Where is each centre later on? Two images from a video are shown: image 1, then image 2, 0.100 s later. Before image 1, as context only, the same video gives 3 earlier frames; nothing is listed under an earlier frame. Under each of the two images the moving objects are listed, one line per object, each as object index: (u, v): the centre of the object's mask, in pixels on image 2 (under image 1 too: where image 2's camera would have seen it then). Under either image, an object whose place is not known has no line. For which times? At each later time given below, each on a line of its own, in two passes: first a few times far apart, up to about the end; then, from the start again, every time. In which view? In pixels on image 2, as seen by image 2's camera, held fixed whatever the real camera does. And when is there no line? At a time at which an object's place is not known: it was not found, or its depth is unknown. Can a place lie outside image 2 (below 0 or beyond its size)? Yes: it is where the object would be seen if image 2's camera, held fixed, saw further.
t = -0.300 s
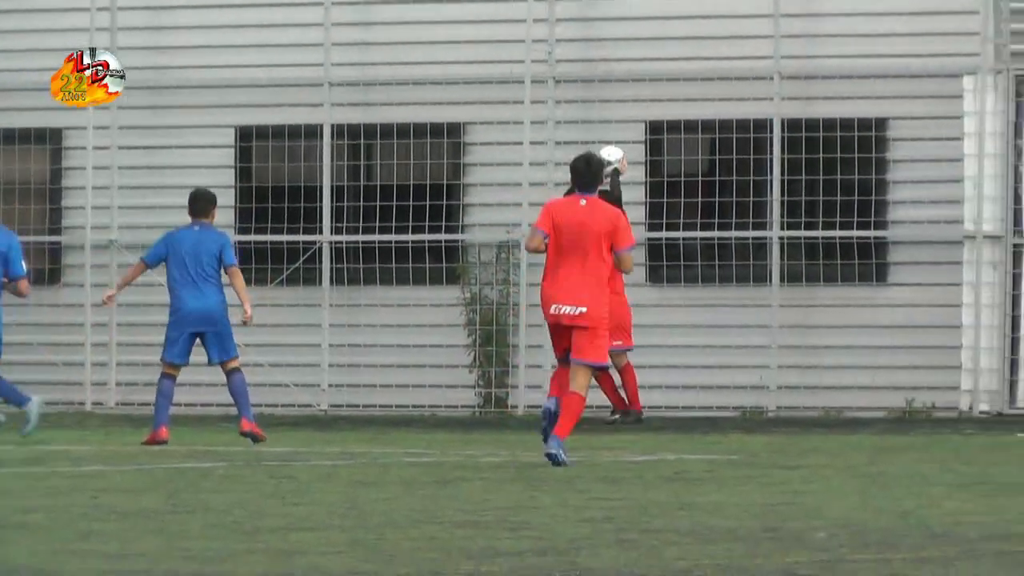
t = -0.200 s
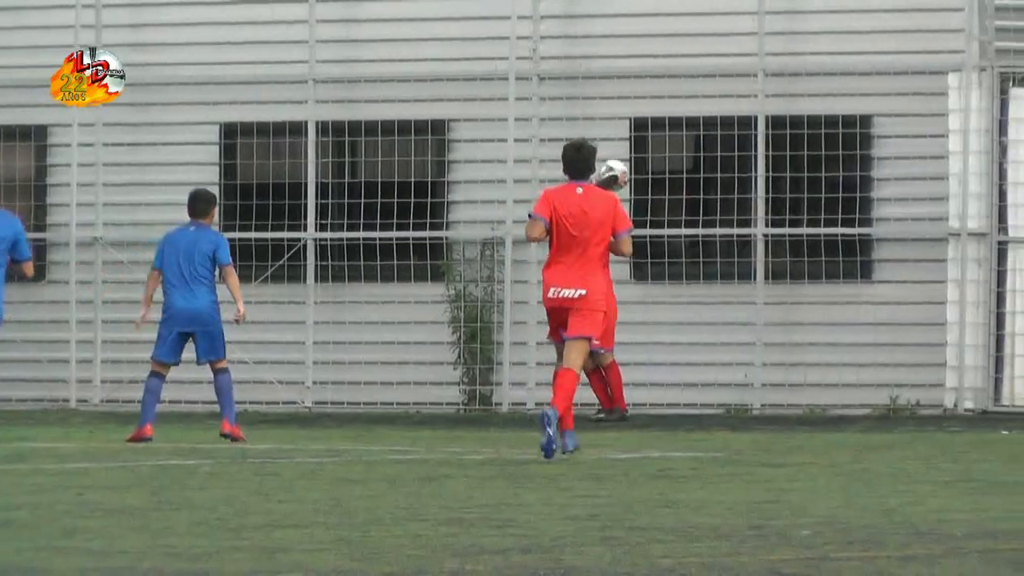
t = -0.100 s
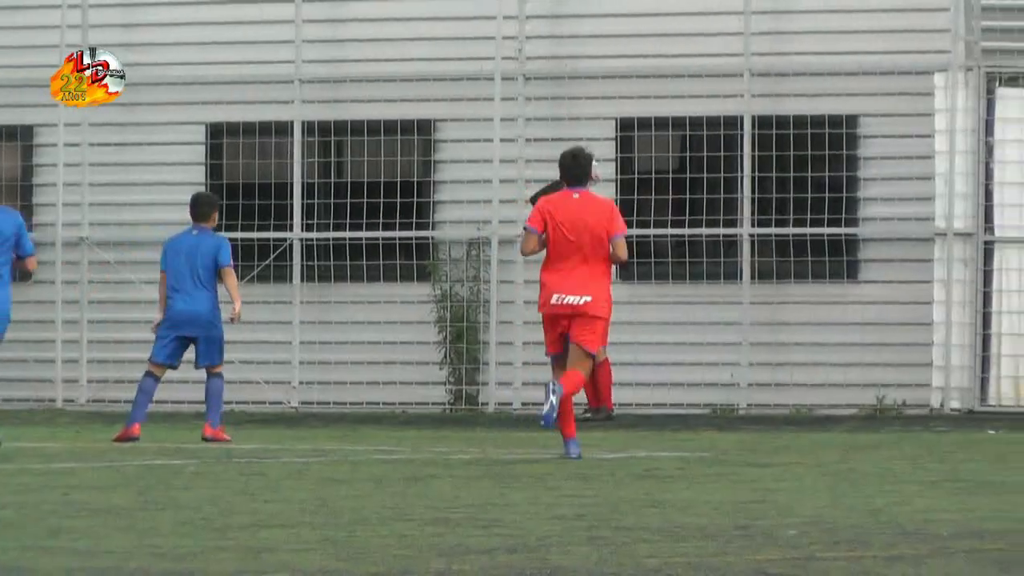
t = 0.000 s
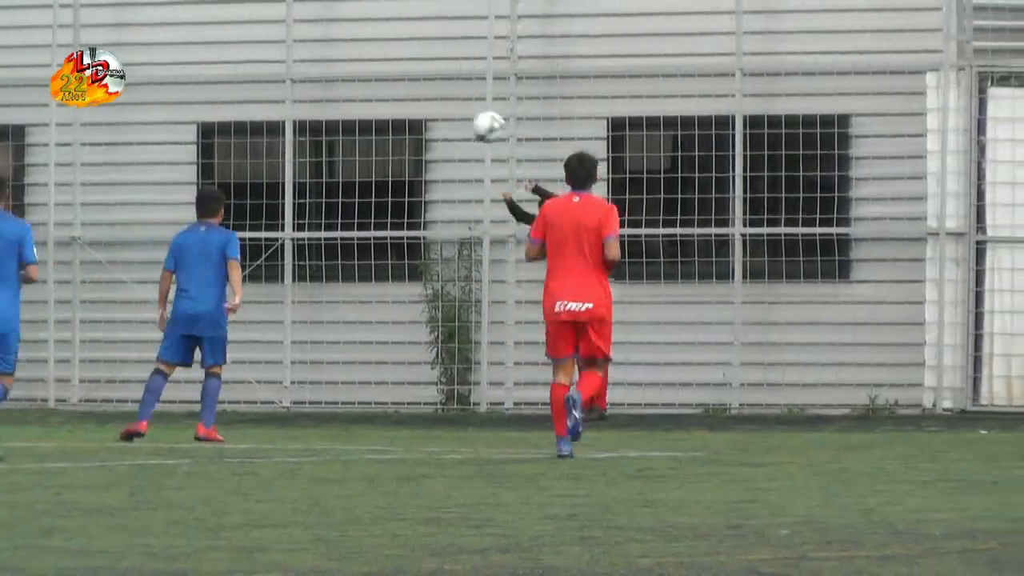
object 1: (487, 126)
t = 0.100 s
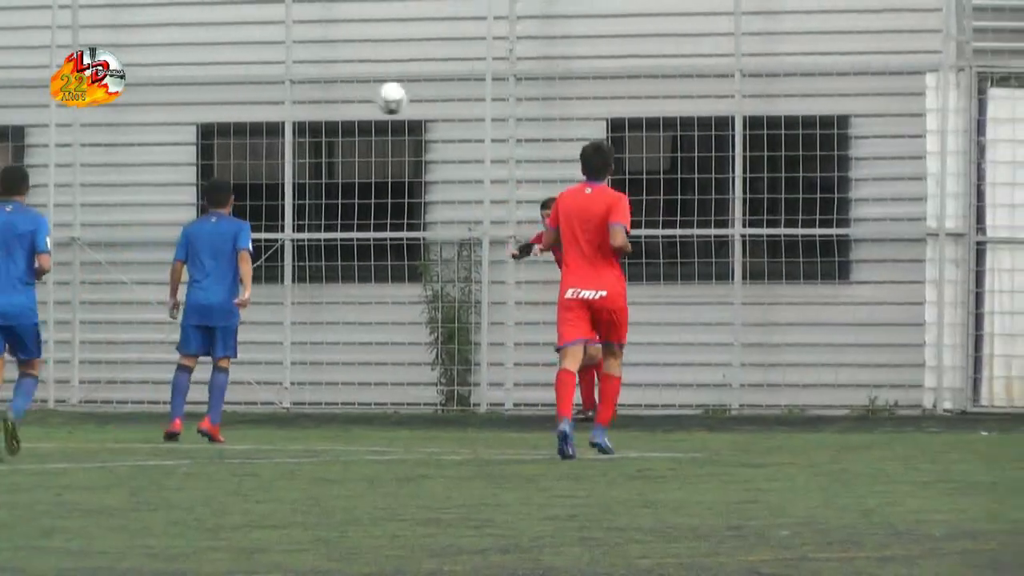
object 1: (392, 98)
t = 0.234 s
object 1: (261, 80)
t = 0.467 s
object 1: (24, 103)
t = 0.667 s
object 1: (-184, 184)
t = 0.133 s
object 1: (360, 90)
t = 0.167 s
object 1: (327, 86)
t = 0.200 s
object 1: (294, 82)
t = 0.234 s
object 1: (261, 80)
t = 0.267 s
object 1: (227, 79)
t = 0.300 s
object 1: (194, 79)
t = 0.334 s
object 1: (159, 81)
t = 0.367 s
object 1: (125, 84)
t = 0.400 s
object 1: (92, 88)
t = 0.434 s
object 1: (58, 95)
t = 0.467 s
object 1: (24, 103)
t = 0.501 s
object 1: (-10, 112)
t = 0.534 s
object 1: (-44, 123)
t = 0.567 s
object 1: (-79, 136)
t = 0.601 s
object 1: (-114, 150)
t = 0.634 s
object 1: (-149, 167)
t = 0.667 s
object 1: (-184, 184)
